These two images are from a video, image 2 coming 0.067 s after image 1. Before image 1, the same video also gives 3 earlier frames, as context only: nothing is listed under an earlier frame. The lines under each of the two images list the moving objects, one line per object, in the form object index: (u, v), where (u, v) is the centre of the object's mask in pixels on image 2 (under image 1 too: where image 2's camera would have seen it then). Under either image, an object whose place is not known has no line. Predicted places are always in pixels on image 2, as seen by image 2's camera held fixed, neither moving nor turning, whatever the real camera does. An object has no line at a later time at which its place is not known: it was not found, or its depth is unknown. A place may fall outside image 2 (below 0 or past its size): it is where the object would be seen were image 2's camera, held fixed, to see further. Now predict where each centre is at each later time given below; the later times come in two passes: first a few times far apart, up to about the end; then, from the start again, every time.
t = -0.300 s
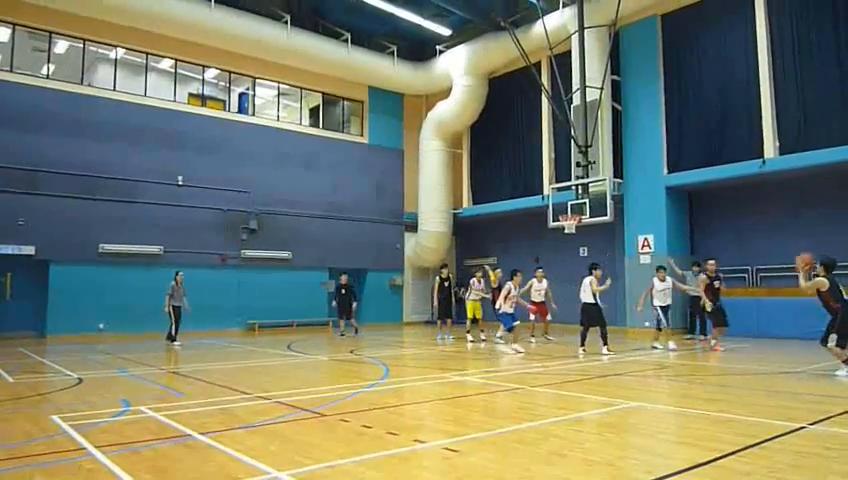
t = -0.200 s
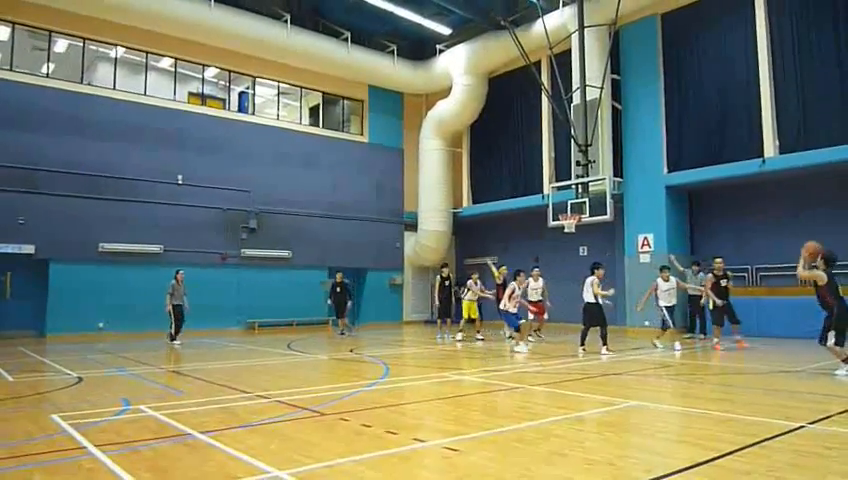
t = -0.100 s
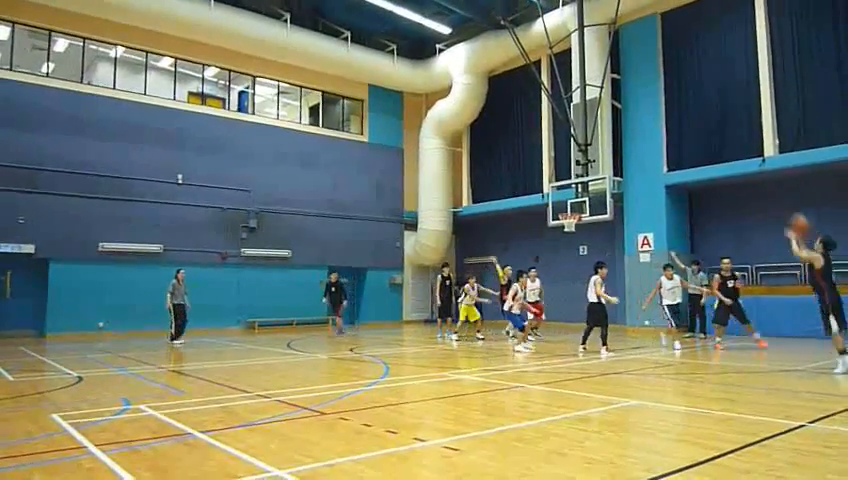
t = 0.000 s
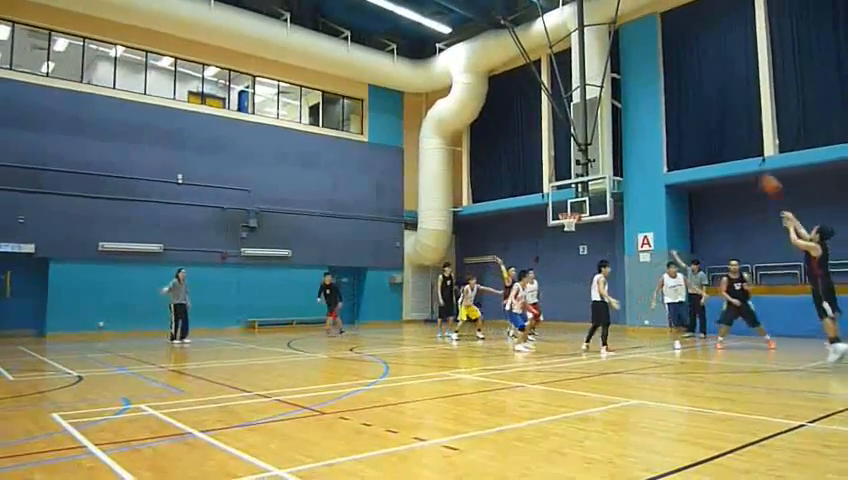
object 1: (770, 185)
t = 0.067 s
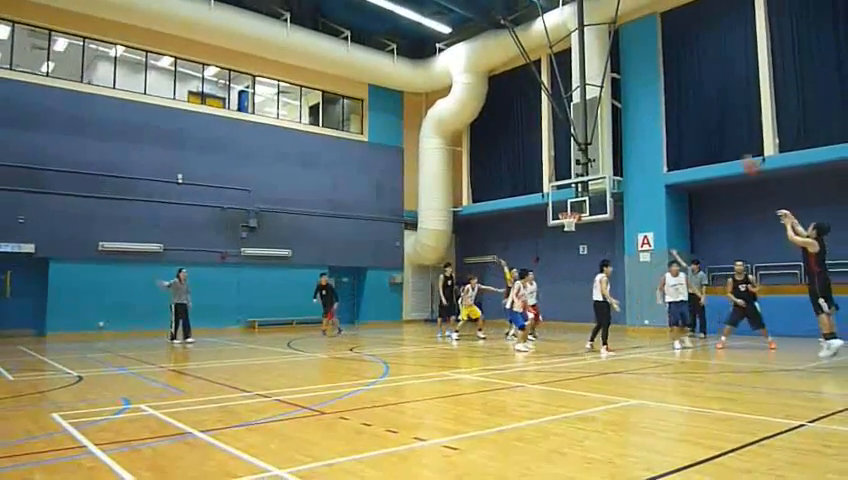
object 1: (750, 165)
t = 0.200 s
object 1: (715, 136)
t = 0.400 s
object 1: (673, 117)
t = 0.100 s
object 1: (741, 154)
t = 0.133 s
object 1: (732, 149)
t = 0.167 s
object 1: (724, 143)
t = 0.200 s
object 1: (715, 136)
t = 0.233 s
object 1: (708, 132)
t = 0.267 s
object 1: (701, 127)
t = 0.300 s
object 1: (693, 124)
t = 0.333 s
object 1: (687, 120)
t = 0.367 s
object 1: (680, 118)
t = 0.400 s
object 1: (673, 117)
